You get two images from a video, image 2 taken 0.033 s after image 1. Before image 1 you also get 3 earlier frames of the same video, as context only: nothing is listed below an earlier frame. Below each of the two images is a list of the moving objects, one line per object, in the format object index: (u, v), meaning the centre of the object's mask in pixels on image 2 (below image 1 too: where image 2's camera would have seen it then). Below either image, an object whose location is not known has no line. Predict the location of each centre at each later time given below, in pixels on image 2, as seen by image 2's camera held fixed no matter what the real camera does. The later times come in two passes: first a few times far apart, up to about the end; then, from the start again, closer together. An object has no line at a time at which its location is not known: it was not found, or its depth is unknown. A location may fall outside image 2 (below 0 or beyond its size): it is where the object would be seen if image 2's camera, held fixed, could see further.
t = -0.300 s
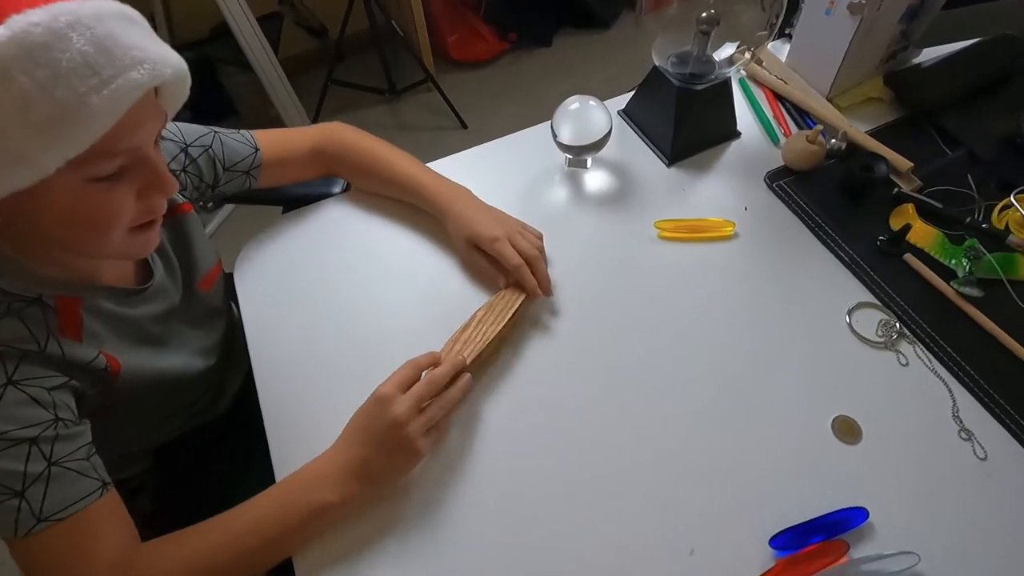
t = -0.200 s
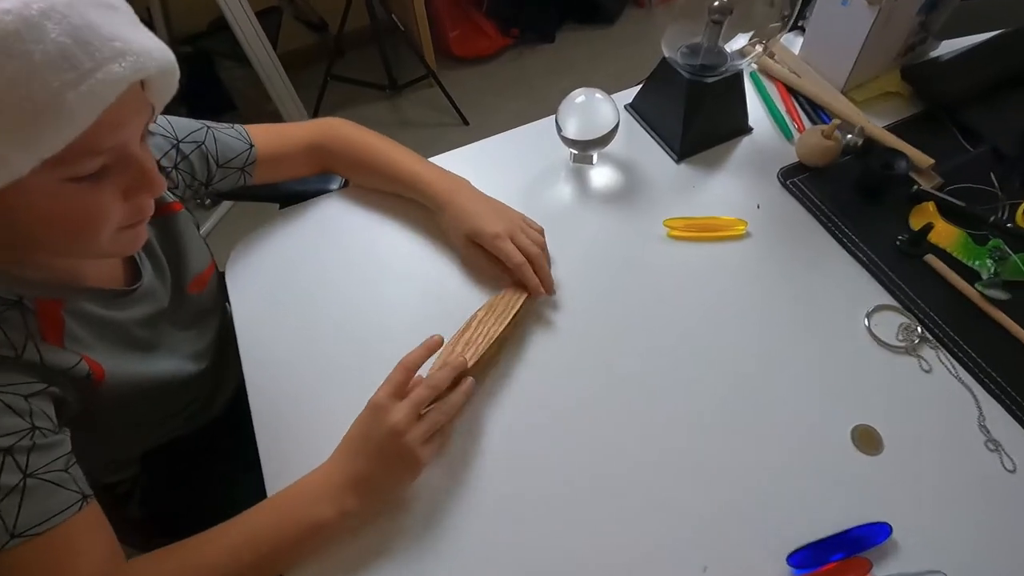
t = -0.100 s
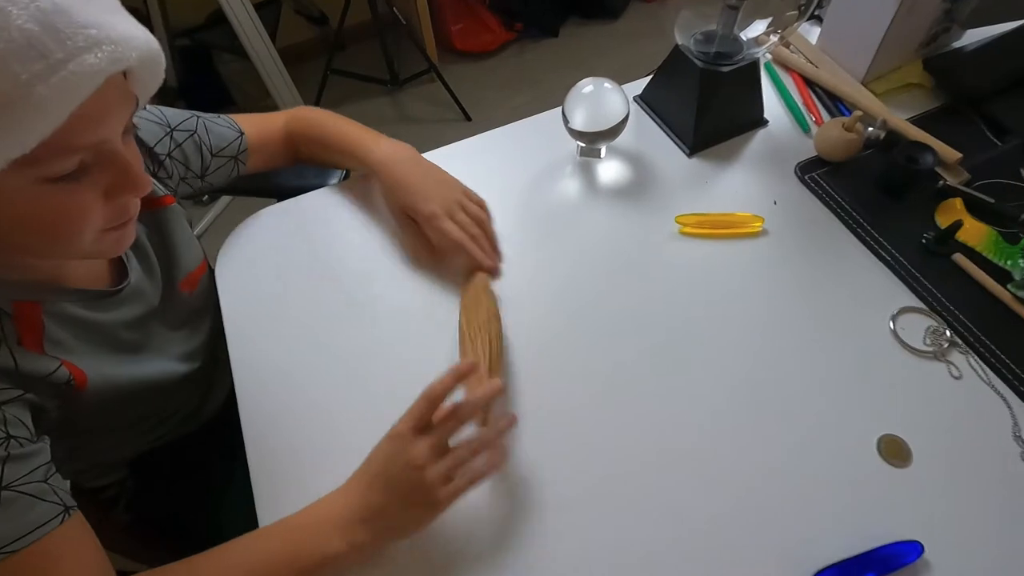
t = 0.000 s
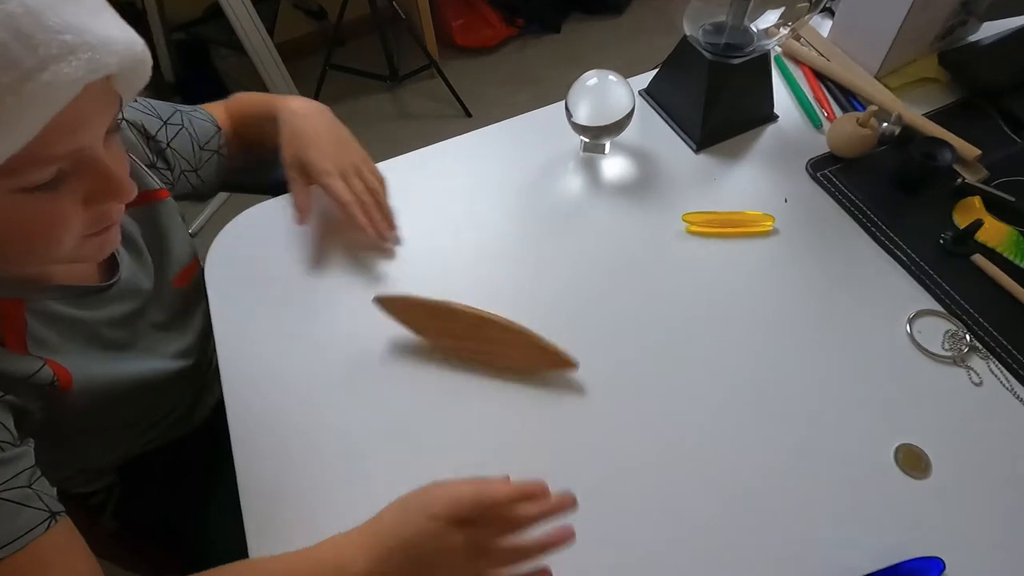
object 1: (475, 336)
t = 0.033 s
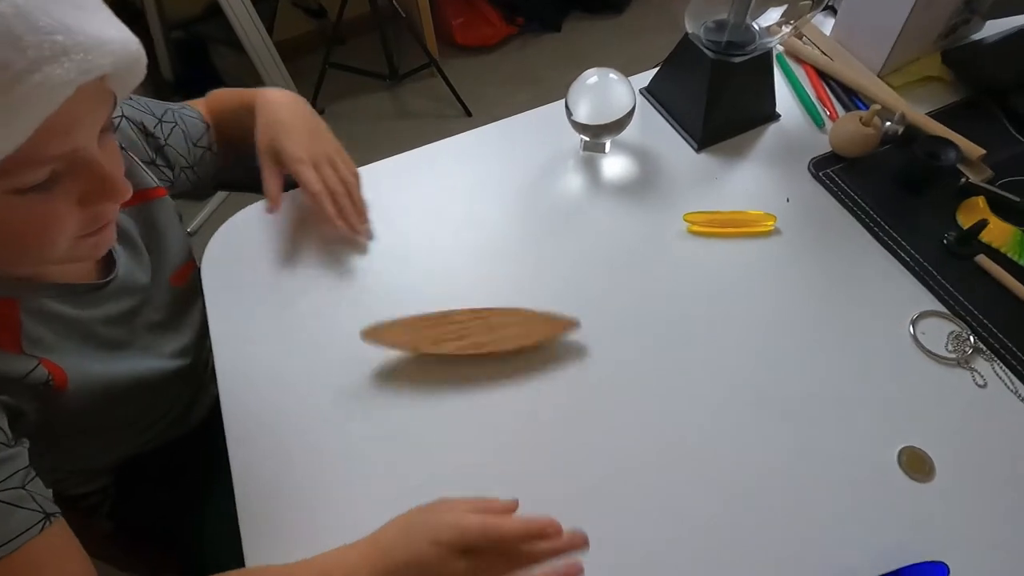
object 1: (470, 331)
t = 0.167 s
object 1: (457, 328)
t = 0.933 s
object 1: (497, 310)
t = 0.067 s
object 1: (465, 327)
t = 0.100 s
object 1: (460, 326)
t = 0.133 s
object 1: (457, 329)
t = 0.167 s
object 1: (457, 328)
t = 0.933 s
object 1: (497, 310)
